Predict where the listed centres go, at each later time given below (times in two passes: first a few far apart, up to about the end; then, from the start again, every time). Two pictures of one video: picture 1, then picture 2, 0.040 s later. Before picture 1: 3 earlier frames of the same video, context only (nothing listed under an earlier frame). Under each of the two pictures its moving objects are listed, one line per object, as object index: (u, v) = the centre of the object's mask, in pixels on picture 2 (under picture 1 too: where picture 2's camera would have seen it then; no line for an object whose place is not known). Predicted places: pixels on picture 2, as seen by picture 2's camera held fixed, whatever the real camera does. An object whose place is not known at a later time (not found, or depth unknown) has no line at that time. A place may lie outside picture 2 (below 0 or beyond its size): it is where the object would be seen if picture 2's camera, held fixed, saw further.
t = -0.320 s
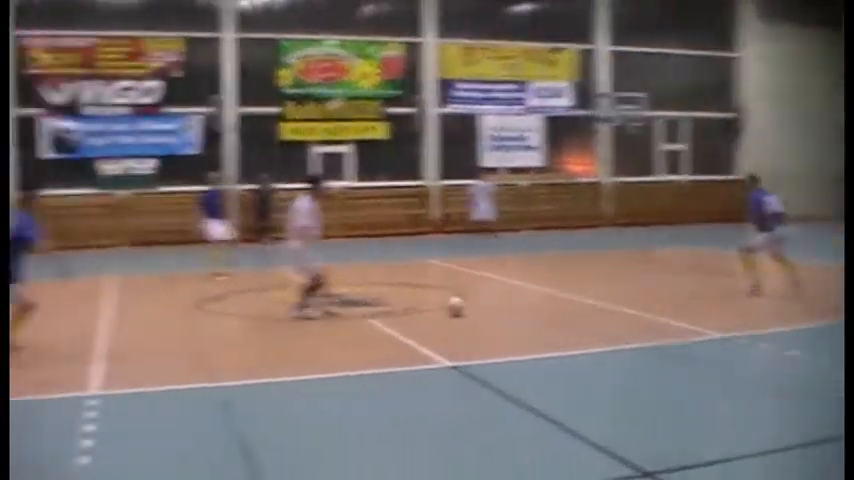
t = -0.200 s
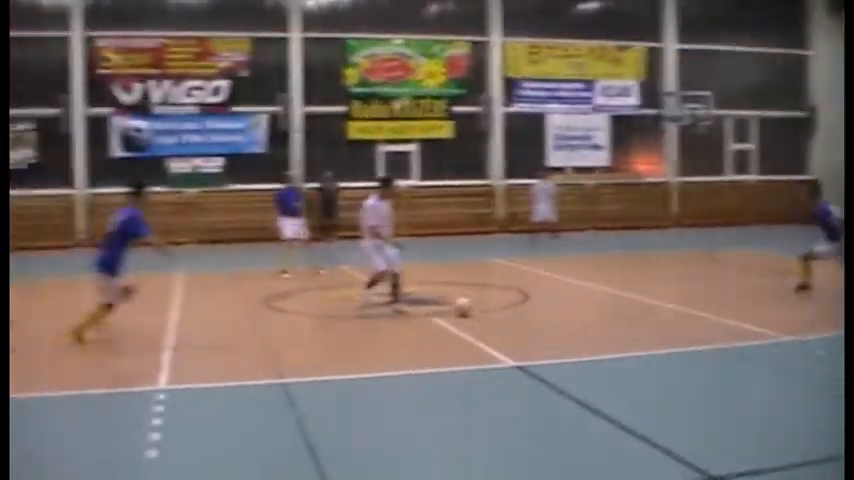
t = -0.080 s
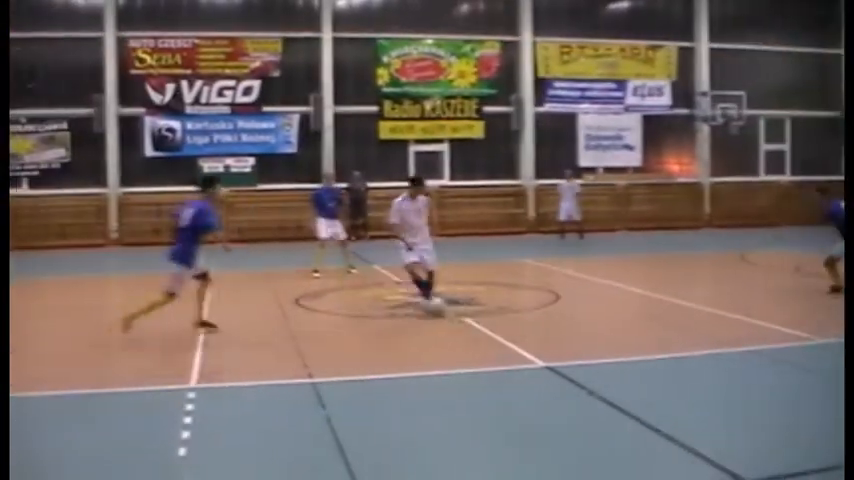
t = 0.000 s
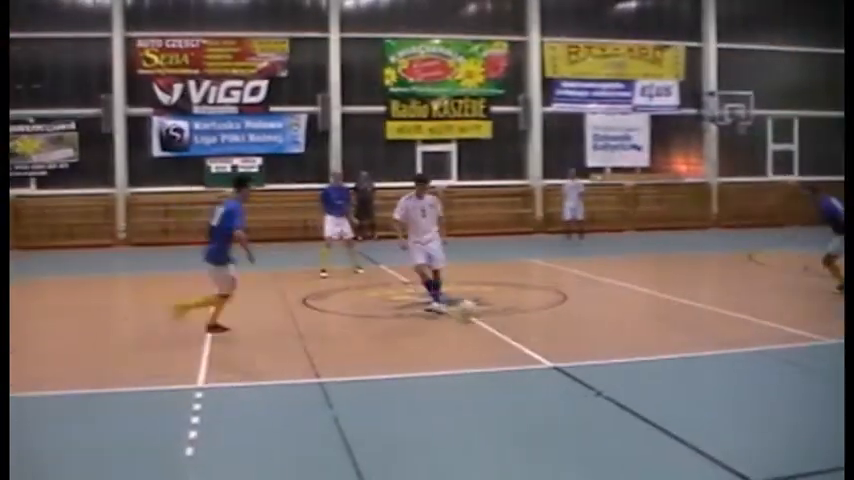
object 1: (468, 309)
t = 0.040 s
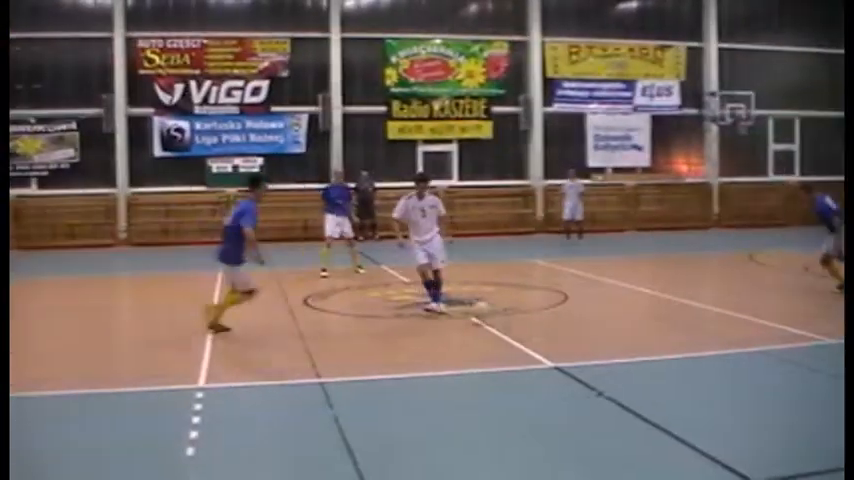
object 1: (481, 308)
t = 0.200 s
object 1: (538, 325)
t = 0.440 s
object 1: (622, 341)
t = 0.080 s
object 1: (497, 316)
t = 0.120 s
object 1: (512, 320)
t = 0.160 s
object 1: (525, 322)
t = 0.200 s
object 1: (538, 325)
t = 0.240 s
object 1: (554, 328)
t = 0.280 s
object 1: (567, 331)
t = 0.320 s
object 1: (580, 333)
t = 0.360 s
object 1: (593, 335)
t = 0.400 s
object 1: (609, 338)
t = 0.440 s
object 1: (622, 341)
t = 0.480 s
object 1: (633, 343)
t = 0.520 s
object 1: (646, 346)
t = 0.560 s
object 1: (659, 350)
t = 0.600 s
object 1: (673, 352)
